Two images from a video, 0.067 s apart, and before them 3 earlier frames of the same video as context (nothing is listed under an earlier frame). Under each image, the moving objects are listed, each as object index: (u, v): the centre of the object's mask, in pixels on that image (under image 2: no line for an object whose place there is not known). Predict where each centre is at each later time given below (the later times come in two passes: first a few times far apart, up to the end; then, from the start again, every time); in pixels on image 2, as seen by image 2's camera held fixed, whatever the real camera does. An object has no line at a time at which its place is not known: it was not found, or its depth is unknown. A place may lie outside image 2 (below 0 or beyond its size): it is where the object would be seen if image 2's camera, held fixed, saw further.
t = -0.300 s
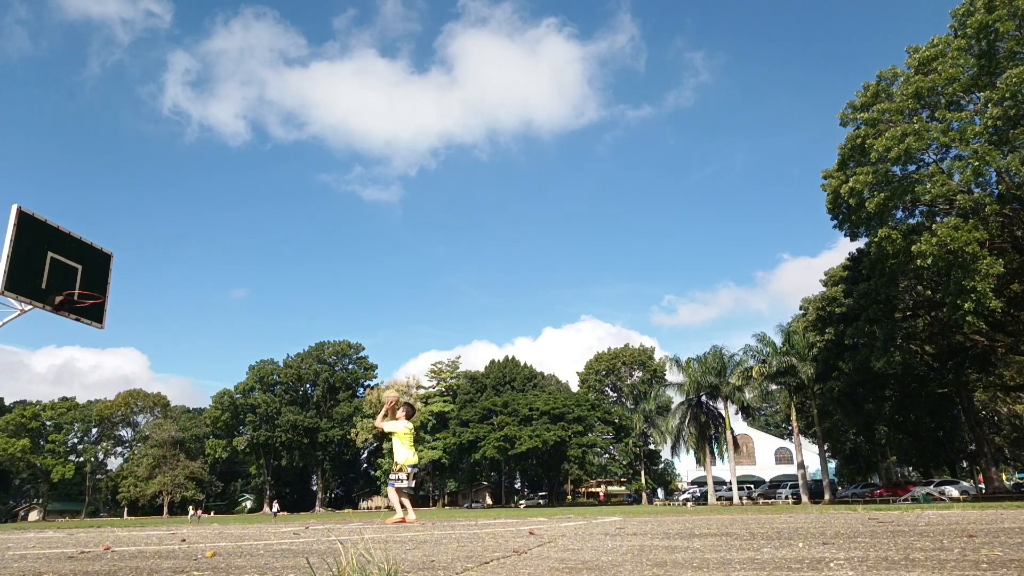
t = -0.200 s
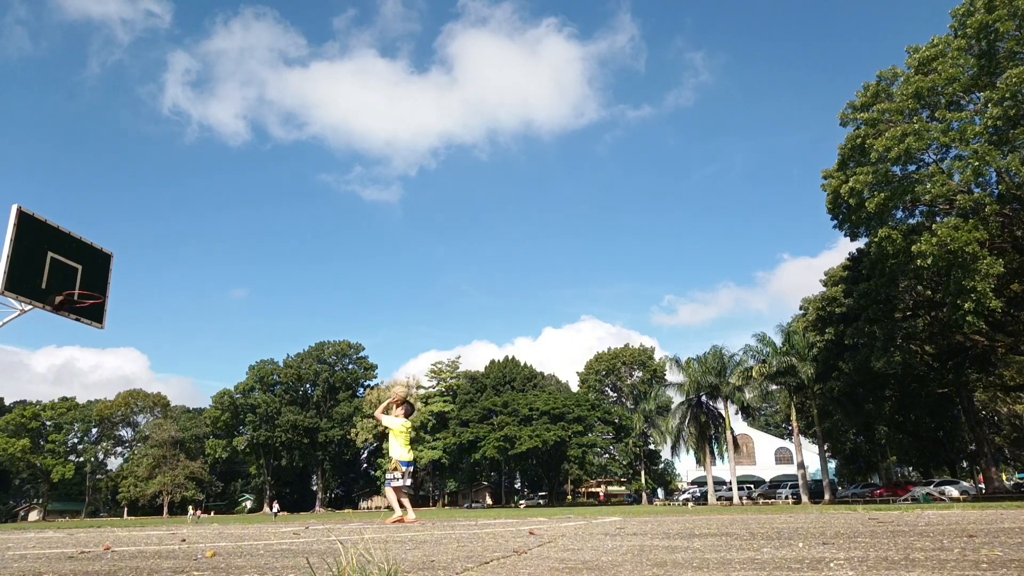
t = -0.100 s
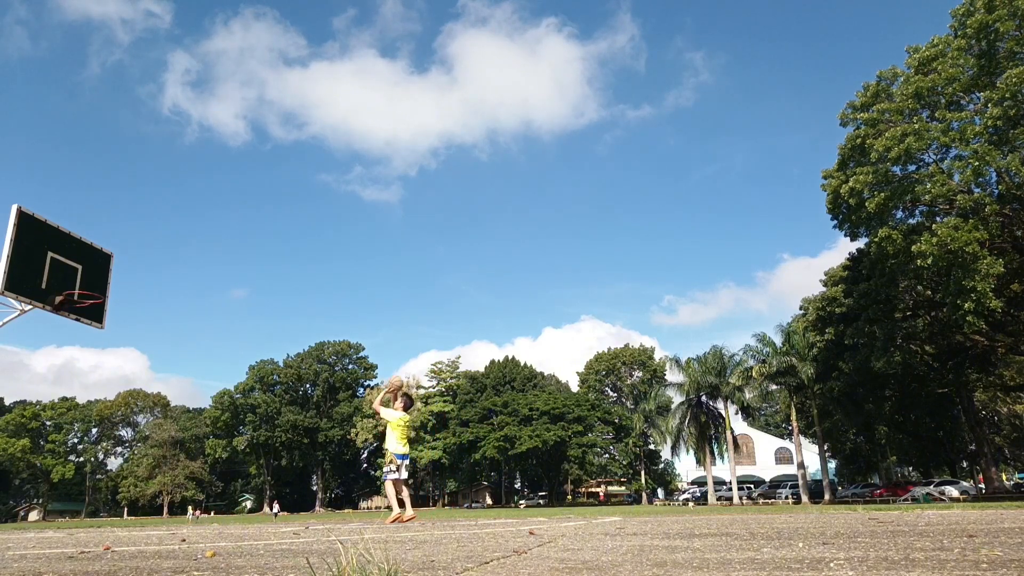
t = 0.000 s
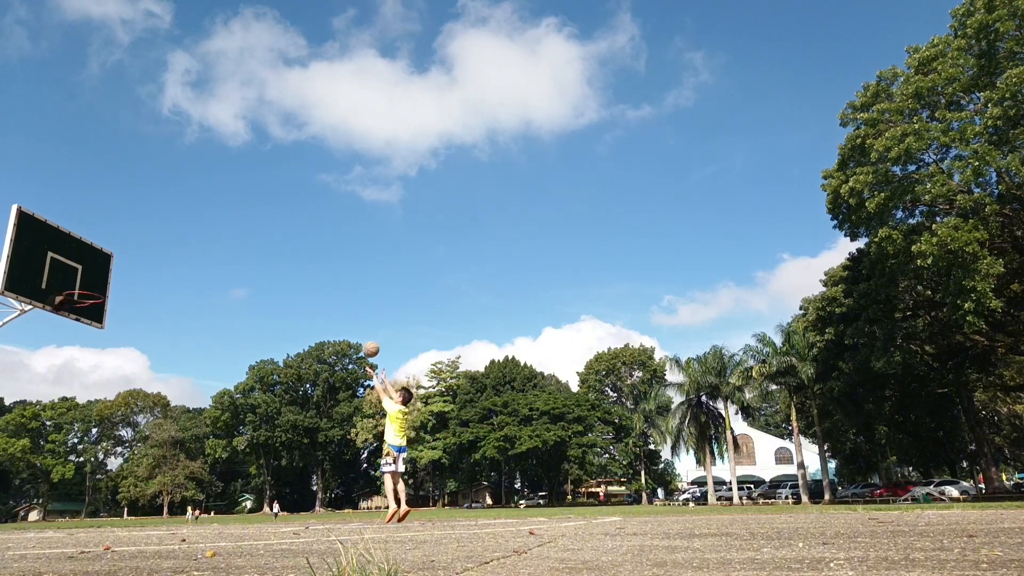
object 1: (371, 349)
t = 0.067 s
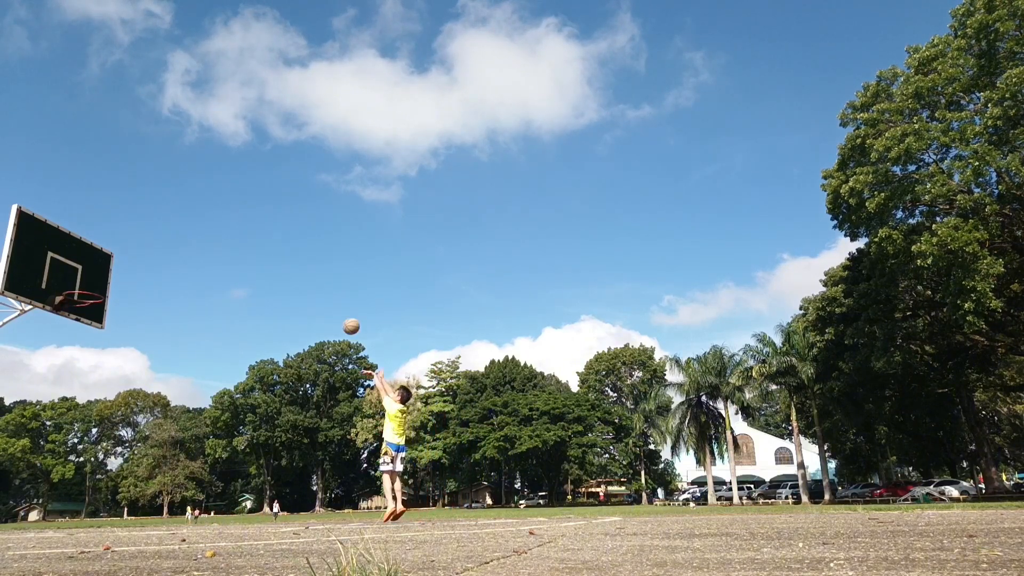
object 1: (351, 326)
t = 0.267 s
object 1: (292, 277)
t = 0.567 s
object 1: (203, 252)
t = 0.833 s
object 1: (116, 278)
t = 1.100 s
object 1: (15, 356)
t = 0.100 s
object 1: (341, 316)
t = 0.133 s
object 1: (331, 307)
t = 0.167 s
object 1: (321, 298)
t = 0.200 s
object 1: (312, 291)
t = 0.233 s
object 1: (302, 284)
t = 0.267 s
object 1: (292, 277)
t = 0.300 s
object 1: (282, 272)
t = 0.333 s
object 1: (273, 267)
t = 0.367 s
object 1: (263, 262)
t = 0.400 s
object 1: (253, 259)
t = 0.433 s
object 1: (243, 256)
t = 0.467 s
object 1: (234, 254)
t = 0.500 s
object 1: (223, 253)
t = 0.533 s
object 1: (213, 252)
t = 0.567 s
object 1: (203, 252)
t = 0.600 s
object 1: (193, 253)
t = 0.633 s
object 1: (182, 254)
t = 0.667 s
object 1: (172, 256)
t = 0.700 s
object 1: (161, 259)
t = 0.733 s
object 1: (150, 263)
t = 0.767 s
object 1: (139, 267)
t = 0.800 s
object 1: (128, 272)
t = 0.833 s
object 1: (116, 278)
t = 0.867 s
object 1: (104, 285)
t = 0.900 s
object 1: (92, 292)
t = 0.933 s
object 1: (80, 301)
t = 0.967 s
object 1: (68, 310)
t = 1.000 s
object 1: (55, 320)
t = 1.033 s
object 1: (42, 331)
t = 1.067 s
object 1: (28, 343)
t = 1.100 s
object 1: (15, 356)
